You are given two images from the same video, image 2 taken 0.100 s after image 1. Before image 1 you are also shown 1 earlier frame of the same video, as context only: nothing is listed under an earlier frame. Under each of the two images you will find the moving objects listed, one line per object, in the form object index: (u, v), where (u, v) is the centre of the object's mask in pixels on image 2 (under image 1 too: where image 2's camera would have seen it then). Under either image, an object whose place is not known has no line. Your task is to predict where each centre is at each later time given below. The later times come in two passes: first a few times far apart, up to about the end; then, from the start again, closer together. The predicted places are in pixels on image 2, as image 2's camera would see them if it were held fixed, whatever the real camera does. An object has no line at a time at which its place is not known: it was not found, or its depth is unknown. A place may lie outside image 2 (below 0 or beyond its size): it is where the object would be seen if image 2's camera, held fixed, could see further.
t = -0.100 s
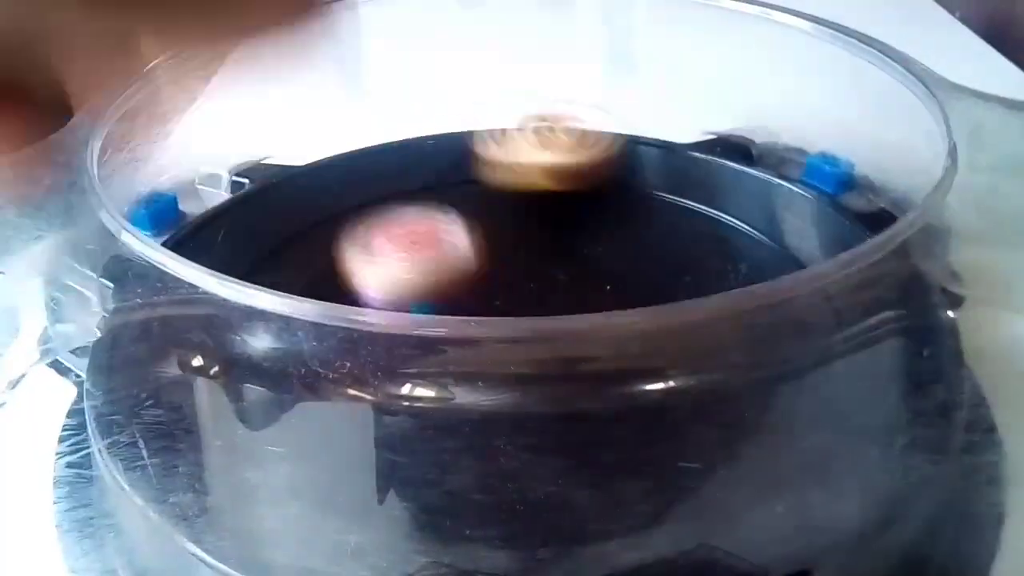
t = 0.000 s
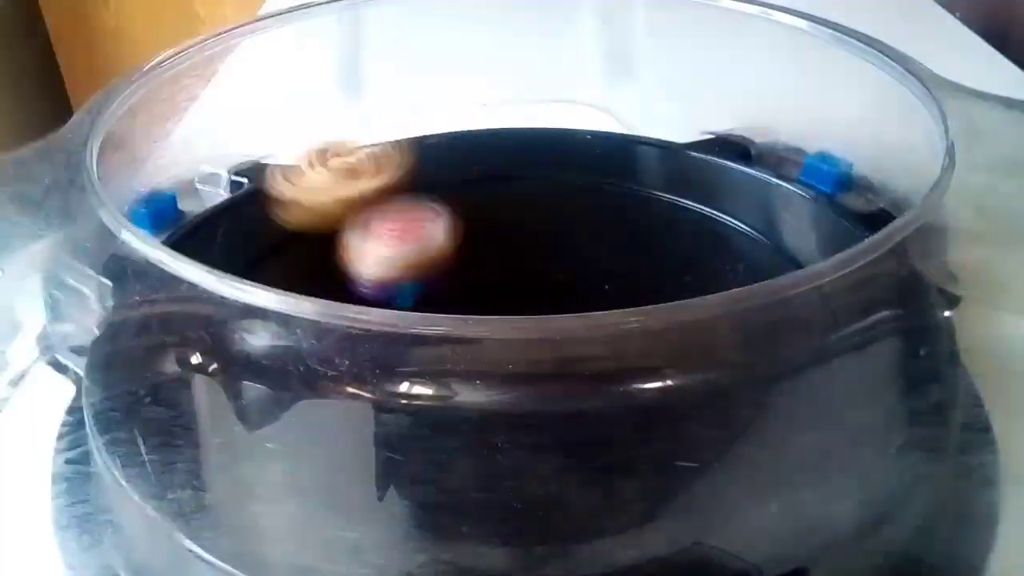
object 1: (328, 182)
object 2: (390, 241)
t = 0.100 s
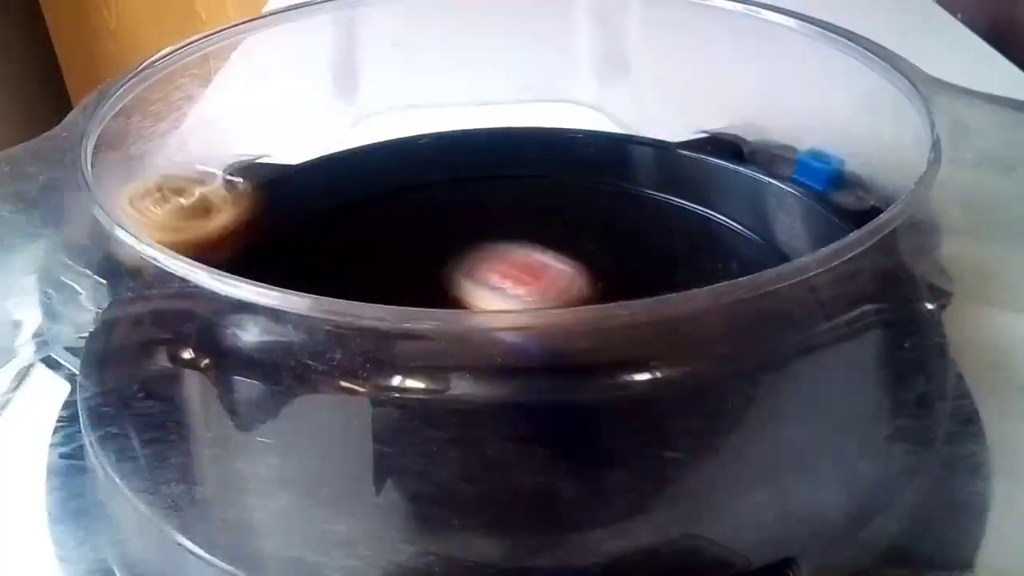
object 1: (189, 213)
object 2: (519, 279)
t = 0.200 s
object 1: (166, 314)
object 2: (631, 338)
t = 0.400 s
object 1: (546, 412)
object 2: (676, 345)
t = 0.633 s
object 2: (714, 161)
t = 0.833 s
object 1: (435, 382)
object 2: (400, 150)
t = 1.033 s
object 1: (483, 281)
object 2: (215, 366)
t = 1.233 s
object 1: (369, 237)
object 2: (769, 384)
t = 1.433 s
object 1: (321, 319)
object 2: (650, 164)
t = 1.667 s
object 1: (574, 343)
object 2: (237, 228)
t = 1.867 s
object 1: (660, 240)
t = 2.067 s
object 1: (545, 182)
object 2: (802, 256)
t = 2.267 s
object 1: (413, 266)
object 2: (523, 145)
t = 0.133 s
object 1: (165, 249)
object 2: (565, 303)
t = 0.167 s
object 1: (166, 285)
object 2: (602, 324)
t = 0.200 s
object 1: (166, 314)
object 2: (631, 338)
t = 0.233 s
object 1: (219, 356)
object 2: (656, 353)
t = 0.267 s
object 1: (256, 369)
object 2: (670, 356)
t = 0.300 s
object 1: (318, 399)
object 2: (678, 357)
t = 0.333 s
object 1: (398, 413)
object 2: (682, 356)
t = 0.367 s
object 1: (482, 421)
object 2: (679, 354)
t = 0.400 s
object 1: (546, 412)
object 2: (676, 345)
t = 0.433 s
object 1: (523, 413)
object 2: (728, 305)
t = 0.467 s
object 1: (466, 418)
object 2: (801, 246)
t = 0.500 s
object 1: (414, 414)
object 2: (820, 198)
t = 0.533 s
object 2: (808, 172)
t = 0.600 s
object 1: (345, 401)
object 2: (752, 169)
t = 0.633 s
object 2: (714, 161)
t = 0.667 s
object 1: (334, 390)
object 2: (667, 152)
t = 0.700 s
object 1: (336, 384)
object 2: (617, 144)
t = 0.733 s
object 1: (363, 388)
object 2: (568, 141)
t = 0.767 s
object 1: (383, 389)
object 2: (513, 139)
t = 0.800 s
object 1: (410, 387)
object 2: (457, 141)
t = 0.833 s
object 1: (435, 382)
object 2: (400, 150)
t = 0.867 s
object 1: (457, 376)
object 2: (342, 167)
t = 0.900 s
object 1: (476, 368)
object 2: (292, 196)
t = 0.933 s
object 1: (488, 347)
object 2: (251, 223)
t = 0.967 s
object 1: (492, 331)
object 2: (212, 261)
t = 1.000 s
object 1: (489, 288)
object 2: (171, 321)
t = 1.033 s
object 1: (483, 281)
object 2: (215, 366)
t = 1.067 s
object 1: (472, 273)
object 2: (271, 416)
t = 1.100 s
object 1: (458, 266)
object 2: (357, 452)
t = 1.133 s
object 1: (440, 256)
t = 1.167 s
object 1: (418, 247)
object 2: (591, 458)
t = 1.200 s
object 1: (394, 240)
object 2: (696, 427)
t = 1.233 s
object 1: (369, 237)
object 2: (769, 384)
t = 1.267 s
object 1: (347, 239)
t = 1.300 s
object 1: (325, 245)
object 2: (815, 295)
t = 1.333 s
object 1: (311, 252)
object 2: (786, 232)
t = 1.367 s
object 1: (304, 259)
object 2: (763, 210)
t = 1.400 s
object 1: (308, 269)
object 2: (709, 181)
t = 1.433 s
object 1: (321, 319)
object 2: (650, 164)
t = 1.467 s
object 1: (344, 332)
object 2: (587, 152)
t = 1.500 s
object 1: (376, 345)
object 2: (525, 146)
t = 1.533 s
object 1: (416, 365)
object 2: (460, 148)
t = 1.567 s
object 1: (462, 369)
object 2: (396, 159)
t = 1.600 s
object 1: (504, 369)
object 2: (329, 178)
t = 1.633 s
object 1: (541, 366)
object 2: (273, 200)
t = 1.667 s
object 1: (574, 343)
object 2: (237, 228)
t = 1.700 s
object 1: (603, 327)
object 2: (196, 282)
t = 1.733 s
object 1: (625, 303)
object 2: (185, 333)
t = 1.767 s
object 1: (644, 287)
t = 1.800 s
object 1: (655, 261)
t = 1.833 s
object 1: (660, 252)
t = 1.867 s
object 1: (660, 240)
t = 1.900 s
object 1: (655, 222)
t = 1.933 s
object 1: (643, 208)
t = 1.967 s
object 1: (624, 195)
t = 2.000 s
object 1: (603, 186)
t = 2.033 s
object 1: (574, 182)
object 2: (822, 305)
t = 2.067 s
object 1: (545, 182)
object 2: (802, 256)
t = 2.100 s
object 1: (515, 189)
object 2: (775, 221)
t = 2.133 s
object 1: (485, 198)
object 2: (739, 191)
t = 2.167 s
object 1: (459, 214)
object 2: (690, 171)
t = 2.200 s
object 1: (437, 232)
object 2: (638, 157)
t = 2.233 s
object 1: (422, 252)
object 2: (579, 149)
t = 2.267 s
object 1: (413, 266)
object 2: (523, 145)
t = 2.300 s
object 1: (410, 277)
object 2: (464, 147)
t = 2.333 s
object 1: (408, 310)
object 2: (404, 155)
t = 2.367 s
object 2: (343, 170)
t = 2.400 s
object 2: (292, 193)
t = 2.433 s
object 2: (248, 220)
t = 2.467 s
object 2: (229, 240)
